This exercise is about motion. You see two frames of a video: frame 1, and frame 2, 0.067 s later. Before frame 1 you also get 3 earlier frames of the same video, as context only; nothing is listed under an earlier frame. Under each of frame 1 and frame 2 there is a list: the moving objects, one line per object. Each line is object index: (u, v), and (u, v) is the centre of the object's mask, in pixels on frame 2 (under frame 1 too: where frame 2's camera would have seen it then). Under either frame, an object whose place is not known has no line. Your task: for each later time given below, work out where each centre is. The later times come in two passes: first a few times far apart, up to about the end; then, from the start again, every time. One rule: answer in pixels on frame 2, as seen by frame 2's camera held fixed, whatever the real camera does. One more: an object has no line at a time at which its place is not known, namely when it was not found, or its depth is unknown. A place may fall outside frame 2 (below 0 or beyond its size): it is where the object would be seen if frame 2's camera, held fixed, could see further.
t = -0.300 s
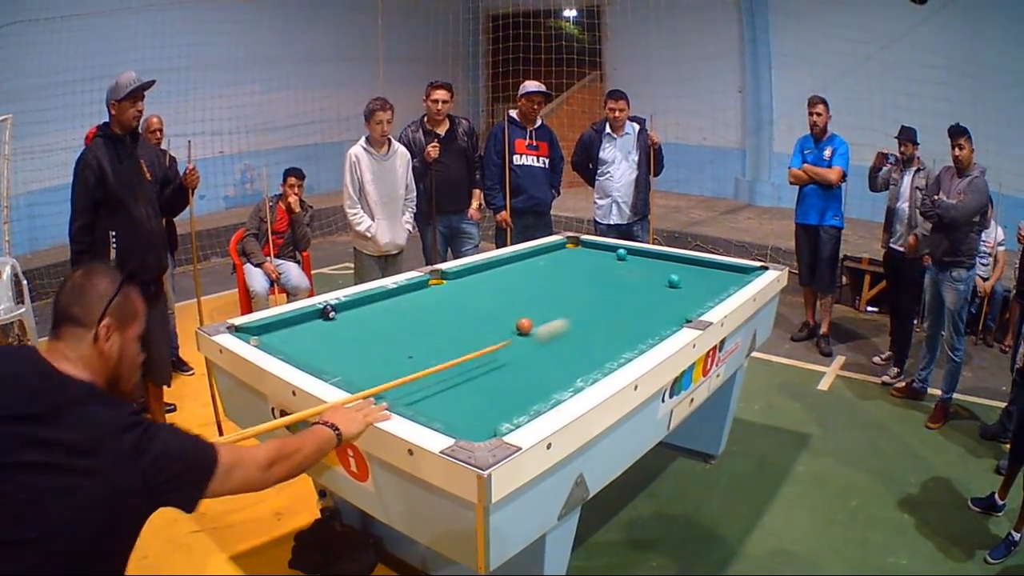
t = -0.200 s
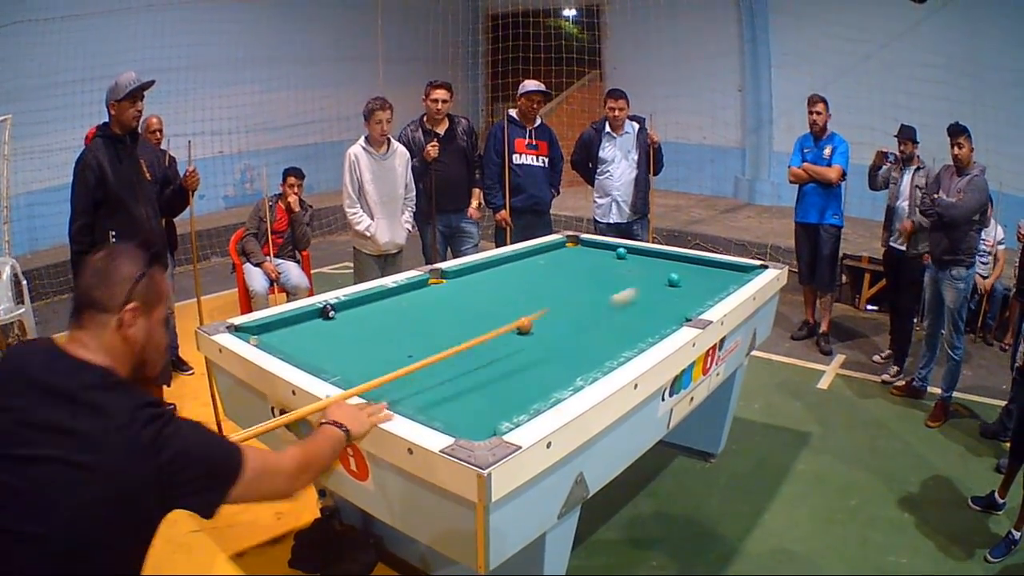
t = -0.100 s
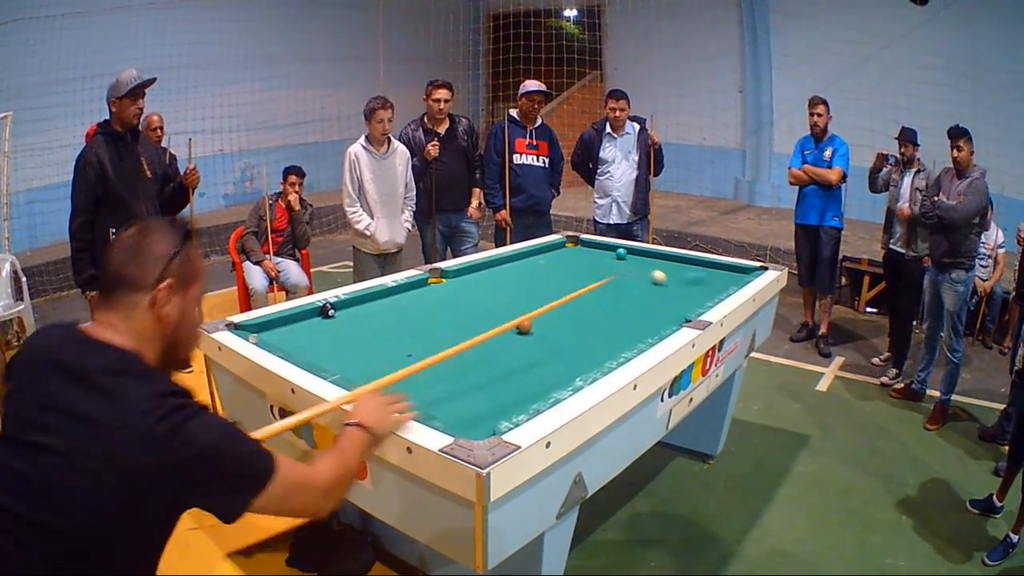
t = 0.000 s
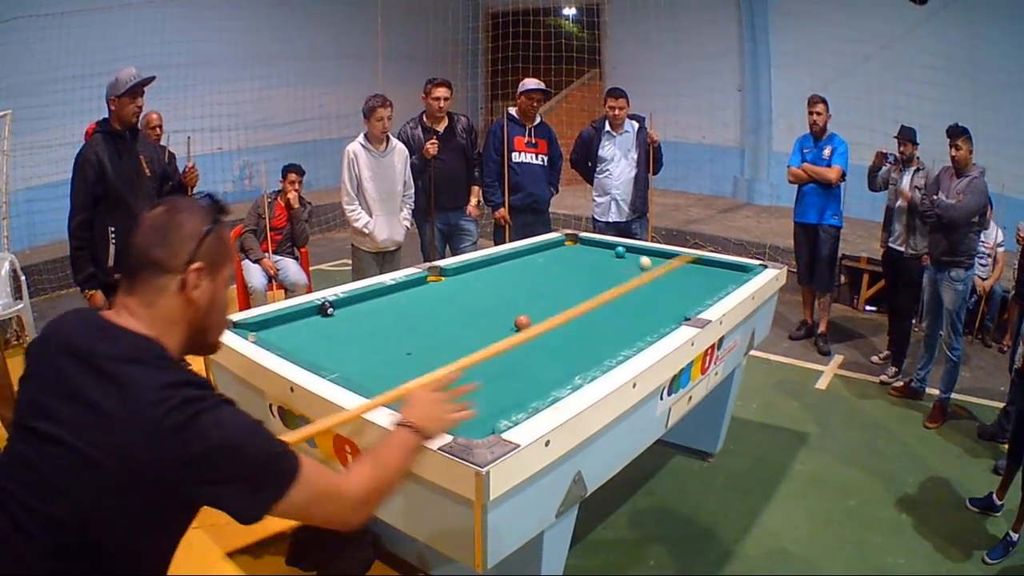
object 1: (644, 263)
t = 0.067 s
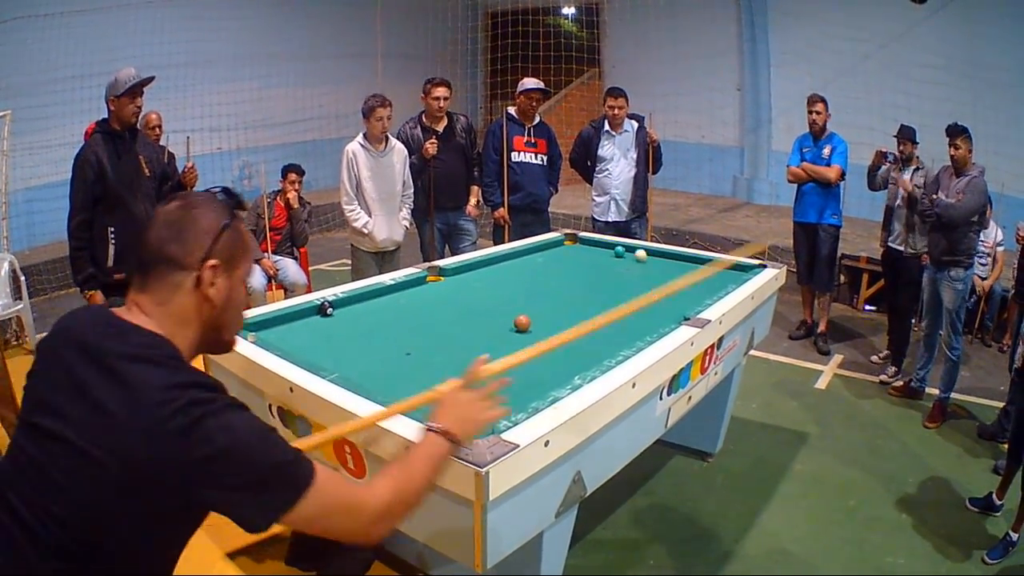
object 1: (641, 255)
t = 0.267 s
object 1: (630, 257)
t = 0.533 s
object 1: (623, 268)
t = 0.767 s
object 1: (614, 279)
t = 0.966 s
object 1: (607, 289)
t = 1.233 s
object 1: (594, 303)
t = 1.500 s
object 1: (580, 319)
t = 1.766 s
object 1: (564, 338)
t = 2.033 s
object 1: (545, 359)
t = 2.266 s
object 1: (525, 381)
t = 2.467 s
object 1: (505, 401)
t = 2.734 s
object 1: (472, 426)
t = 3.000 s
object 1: (465, 425)
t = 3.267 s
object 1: (469, 420)
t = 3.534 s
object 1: (472, 414)
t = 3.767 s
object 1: (474, 411)
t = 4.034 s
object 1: (475, 408)
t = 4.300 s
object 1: (479, 408)
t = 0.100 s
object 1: (640, 252)
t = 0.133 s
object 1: (636, 250)
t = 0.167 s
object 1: (631, 250)
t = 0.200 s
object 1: (631, 252)
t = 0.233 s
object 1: (631, 256)
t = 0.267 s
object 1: (630, 257)
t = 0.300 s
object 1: (629, 259)
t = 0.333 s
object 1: (628, 260)
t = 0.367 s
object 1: (628, 261)
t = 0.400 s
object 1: (626, 262)
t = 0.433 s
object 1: (625, 264)
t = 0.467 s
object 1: (625, 265)
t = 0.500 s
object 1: (624, 267)
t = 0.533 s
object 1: (623, 268)
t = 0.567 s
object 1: (622, 270)
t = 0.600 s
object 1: (621, 271)
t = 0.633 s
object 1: (620, 273)
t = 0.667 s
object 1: (619, 274)
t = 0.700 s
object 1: (617, 276)
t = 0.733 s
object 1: (616, 277)
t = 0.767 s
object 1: (614, 279)
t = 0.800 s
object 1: (613, 280)
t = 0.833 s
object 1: (612, 282)
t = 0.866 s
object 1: (611, 284)
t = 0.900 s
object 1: (609, 285)
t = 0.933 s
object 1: (608, 287)
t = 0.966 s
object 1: (607, 289)
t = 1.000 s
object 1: (605, 291)
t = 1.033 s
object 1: (603, 292)
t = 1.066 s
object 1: (602, 294)
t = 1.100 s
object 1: (600, 296)
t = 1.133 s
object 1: (599, 297)
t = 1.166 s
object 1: (597, 299)
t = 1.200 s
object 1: (595, 300)
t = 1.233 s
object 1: (594, 303)
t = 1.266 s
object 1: (592, 304)
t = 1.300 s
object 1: (591, 306)
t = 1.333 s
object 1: (589, 308)
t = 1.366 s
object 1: (587, 311)
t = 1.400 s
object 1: (585, 313)
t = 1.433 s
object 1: (583, 315)
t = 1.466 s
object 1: (582, 317)
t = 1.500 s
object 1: (580, 319)
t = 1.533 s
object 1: (578, 322)
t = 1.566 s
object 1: (577, 324)
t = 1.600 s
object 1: (575, 326)
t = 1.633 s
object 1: (573, 328)
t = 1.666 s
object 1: (571, 331)
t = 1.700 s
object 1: (569, 333)
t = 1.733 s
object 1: (567, 335)
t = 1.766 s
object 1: (564, 338)
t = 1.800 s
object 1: (562, 341)
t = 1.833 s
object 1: (560, 343)
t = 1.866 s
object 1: (557, 346)
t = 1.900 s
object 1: (555, 348)
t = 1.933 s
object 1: (552, 351)
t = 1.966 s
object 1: (550, 354)
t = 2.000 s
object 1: (547, 357)
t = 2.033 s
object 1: (545, 359)
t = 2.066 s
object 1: (542, 362)
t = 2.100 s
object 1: (539, 365)
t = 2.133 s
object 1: (536, 368)
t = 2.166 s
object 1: (533, 371)
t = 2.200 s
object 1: (530, 374)
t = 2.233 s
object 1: (528, 377)
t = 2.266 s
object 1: (525, 381)
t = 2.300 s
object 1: (522, 384)
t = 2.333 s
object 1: (518, 387)
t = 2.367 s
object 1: (515, 391)
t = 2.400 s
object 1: (512, 394)
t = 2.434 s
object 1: (509, 398)
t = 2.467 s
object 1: (505, 401)
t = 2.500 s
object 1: (501, 404)
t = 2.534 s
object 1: (498, 408)
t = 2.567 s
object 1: (494, 411)
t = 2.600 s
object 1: (490, 415)
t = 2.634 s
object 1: (486, 419)
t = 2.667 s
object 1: (482, 422)
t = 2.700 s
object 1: (477, 424)
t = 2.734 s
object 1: (472, 426)
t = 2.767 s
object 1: (469, 427)
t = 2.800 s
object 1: (473, 427)
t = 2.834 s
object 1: (477, 427)
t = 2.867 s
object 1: (477, 426)
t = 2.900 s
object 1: (473, 426)
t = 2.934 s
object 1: (470, 425)
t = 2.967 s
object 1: (467, 425)
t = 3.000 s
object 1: (465, 425)
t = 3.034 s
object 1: (466, 424)
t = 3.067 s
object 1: (466, 424)
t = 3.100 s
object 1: (467, 423)
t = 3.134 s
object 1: (467, 423)
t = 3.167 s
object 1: (467, 422)
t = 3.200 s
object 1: (468, 421)
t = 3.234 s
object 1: (468, 420)
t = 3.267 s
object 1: (469, 420)
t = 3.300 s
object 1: (469, 419)
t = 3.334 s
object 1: (469, 418)
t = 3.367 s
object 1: (470, 418)
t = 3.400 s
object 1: (470, 417)
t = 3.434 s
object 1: (471, 416)
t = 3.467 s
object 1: (471, 416)
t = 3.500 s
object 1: (472, 415)
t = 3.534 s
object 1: (472, 414)
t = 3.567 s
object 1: (472, 414)
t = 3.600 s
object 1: (472, 413)
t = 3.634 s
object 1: (473, 412)
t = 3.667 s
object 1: (473, 412)
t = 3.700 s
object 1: (474, 412)
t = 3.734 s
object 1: (474, 411)
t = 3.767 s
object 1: (474, 411)
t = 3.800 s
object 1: (474, 410)
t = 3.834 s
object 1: (474, 410)
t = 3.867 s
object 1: (475, 409)
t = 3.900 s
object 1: (475, 409)
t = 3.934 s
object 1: (475, 409)
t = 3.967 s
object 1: (475, 408)
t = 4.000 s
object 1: (475, 408)
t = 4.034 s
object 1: (475, 408)
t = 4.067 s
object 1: (476, 408)
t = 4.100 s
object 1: (476, 408)
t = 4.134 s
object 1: (476, 407)
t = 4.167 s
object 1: (476, 407)
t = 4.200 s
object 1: (477, 407)
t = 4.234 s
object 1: (477, 407)
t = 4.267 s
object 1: (478, 408)
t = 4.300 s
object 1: (479, 408)
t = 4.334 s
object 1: (481, 410)
